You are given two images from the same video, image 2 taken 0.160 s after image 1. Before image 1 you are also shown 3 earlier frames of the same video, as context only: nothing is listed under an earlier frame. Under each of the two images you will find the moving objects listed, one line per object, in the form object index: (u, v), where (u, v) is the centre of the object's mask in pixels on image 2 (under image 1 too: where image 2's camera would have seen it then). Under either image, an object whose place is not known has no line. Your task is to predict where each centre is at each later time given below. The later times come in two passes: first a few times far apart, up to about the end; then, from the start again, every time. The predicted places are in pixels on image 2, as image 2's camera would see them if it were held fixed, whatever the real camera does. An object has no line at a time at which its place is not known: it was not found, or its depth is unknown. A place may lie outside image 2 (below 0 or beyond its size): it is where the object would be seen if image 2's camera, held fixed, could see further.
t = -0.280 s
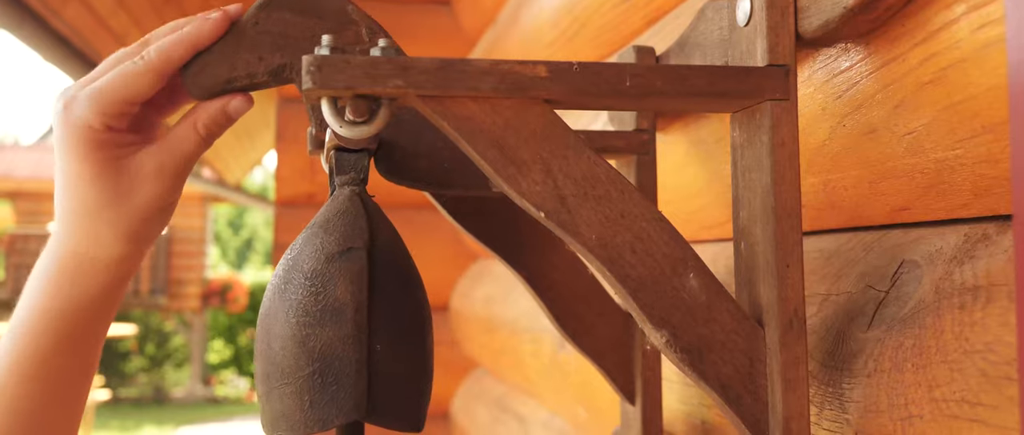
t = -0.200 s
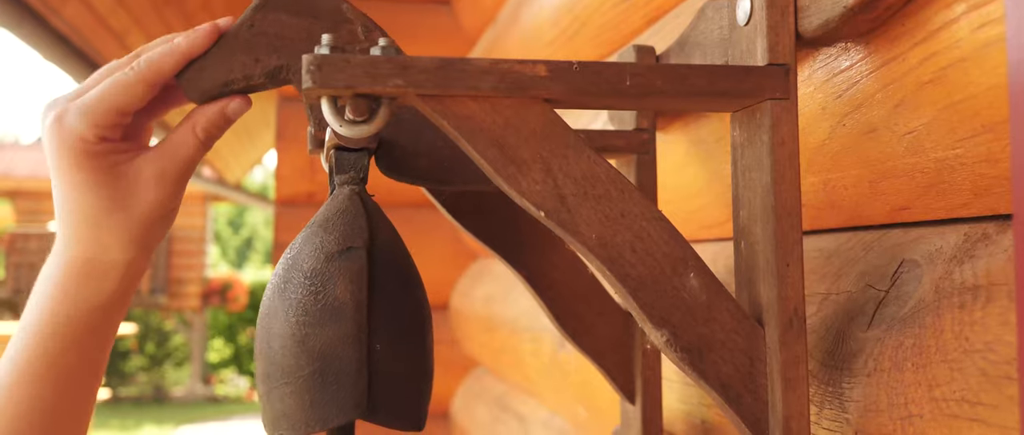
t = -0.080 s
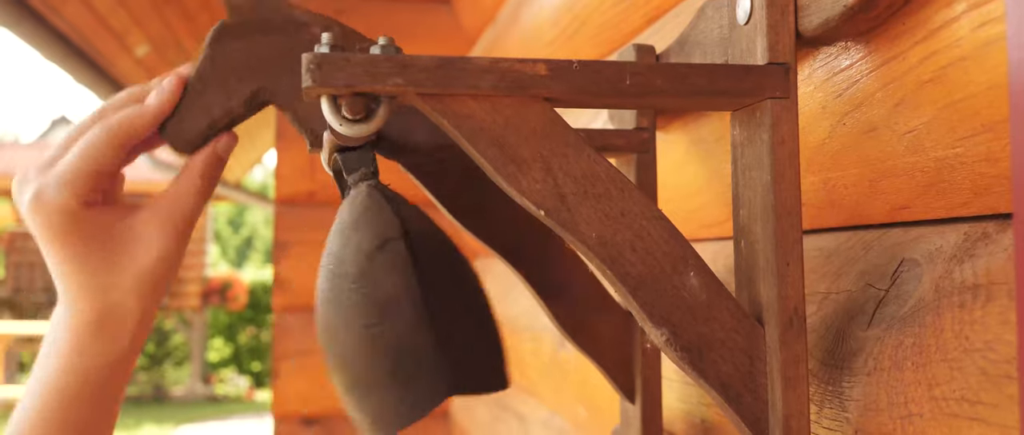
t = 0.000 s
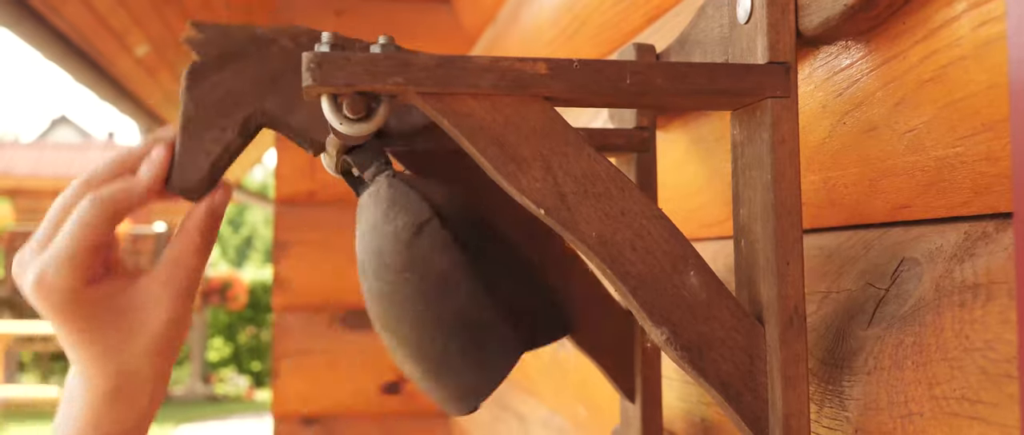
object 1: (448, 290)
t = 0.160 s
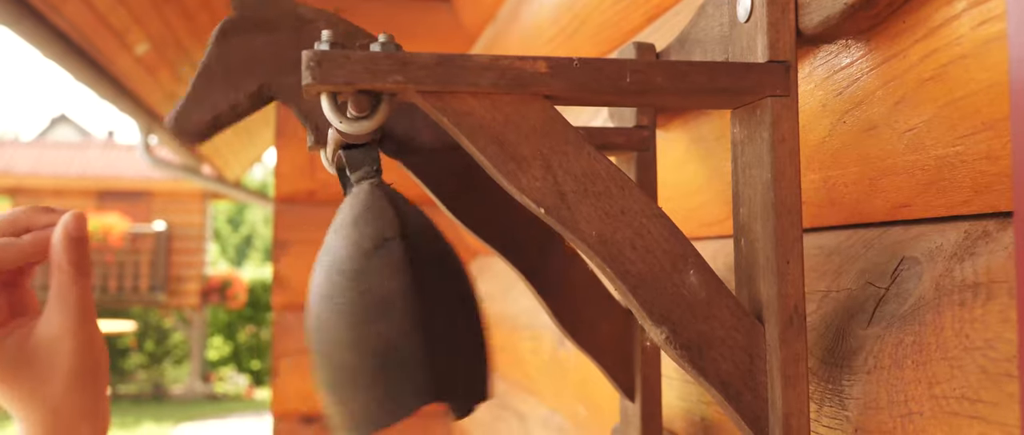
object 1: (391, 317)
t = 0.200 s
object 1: (348, 322)
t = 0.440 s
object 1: (278, 313)
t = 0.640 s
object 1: (418, 308)
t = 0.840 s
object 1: (335, 323)
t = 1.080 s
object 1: (314, 322)
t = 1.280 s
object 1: (400, 314)
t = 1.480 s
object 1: (316, 322)
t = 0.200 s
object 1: (348, 322)
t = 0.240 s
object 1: (308, 319)
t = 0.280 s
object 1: (276, 311)
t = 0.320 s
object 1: (257, 303)
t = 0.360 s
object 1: (252, 301)
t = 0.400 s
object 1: (259, 304)
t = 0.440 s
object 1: (278, 313)
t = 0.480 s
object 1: (309, 320)
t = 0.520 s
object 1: (344, 322)
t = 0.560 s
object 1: (377, 319)
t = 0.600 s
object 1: (403, 313)
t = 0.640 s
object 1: (418, 308)
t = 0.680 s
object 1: (421, 307)
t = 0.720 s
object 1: (412, 310)
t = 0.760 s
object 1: (393, 318)
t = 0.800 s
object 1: (365, 323)
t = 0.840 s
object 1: (335, 323)
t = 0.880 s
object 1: (308, 320)
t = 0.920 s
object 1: (289, 316)
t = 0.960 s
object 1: (280, 313)
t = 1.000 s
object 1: (281, 313)
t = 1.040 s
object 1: (293, 317)
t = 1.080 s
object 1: (314, 322)
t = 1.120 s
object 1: (339, 323)
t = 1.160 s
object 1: (364, 322)
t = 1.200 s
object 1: (384, 318)
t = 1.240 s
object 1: (397, 315)
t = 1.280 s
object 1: (400, 314)
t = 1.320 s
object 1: (393, 316)
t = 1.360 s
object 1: (379, 320)
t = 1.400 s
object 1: (358, 323)
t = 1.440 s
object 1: (336, 323)
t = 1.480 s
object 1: (316, 322)
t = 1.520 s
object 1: (301, 319)
